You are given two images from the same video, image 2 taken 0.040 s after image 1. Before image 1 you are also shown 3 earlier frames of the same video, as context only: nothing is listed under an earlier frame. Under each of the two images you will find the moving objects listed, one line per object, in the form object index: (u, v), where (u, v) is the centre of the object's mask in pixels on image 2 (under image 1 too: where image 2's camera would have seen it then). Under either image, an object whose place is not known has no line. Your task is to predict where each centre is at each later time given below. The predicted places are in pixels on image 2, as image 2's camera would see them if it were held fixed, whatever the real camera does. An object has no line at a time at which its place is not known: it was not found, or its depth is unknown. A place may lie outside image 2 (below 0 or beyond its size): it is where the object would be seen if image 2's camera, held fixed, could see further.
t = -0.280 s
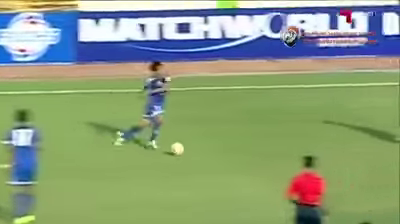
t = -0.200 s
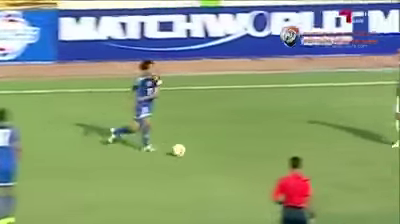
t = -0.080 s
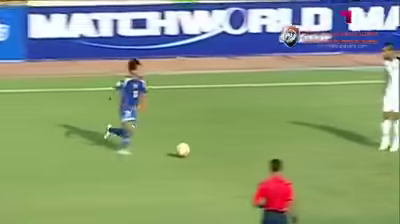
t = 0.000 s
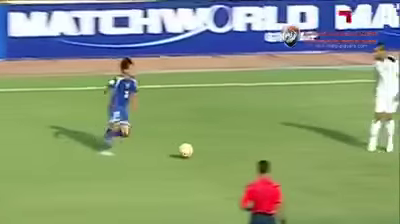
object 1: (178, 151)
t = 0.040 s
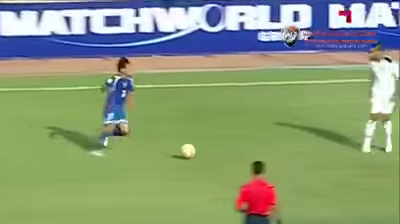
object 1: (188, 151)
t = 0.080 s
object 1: (198, 151)
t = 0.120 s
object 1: (207, 152)
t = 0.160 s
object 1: (218, 153)
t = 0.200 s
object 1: (227, 154)
